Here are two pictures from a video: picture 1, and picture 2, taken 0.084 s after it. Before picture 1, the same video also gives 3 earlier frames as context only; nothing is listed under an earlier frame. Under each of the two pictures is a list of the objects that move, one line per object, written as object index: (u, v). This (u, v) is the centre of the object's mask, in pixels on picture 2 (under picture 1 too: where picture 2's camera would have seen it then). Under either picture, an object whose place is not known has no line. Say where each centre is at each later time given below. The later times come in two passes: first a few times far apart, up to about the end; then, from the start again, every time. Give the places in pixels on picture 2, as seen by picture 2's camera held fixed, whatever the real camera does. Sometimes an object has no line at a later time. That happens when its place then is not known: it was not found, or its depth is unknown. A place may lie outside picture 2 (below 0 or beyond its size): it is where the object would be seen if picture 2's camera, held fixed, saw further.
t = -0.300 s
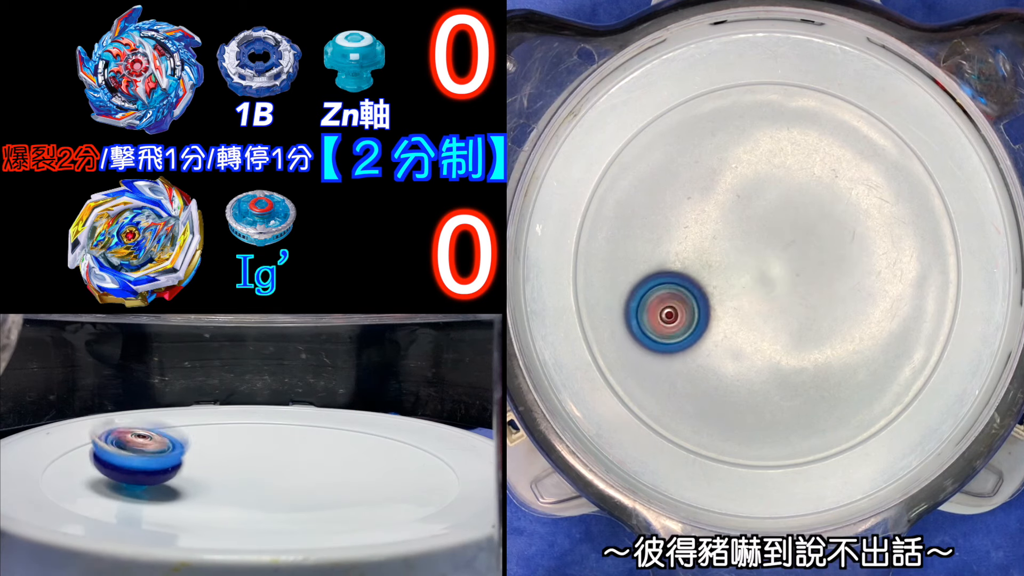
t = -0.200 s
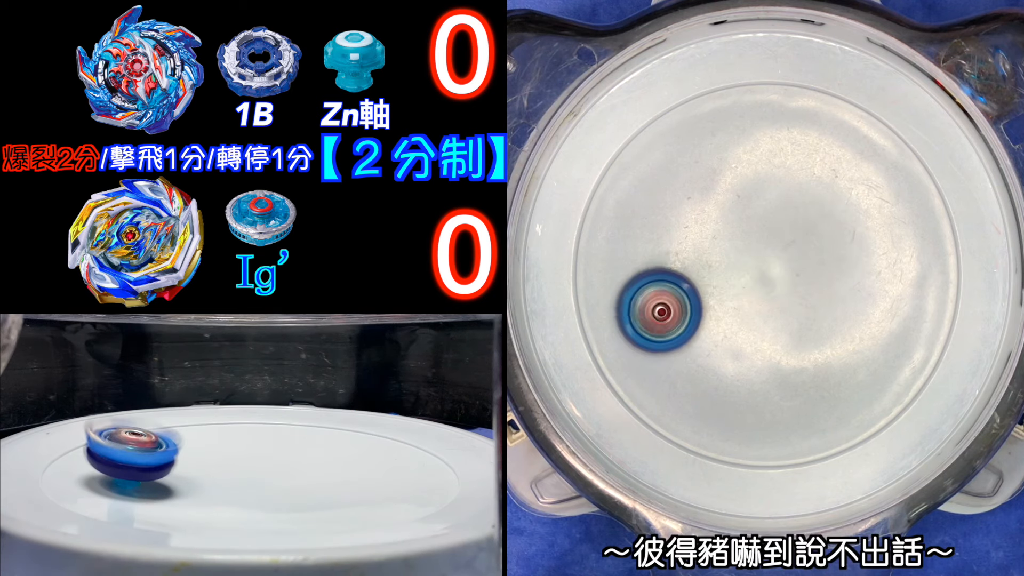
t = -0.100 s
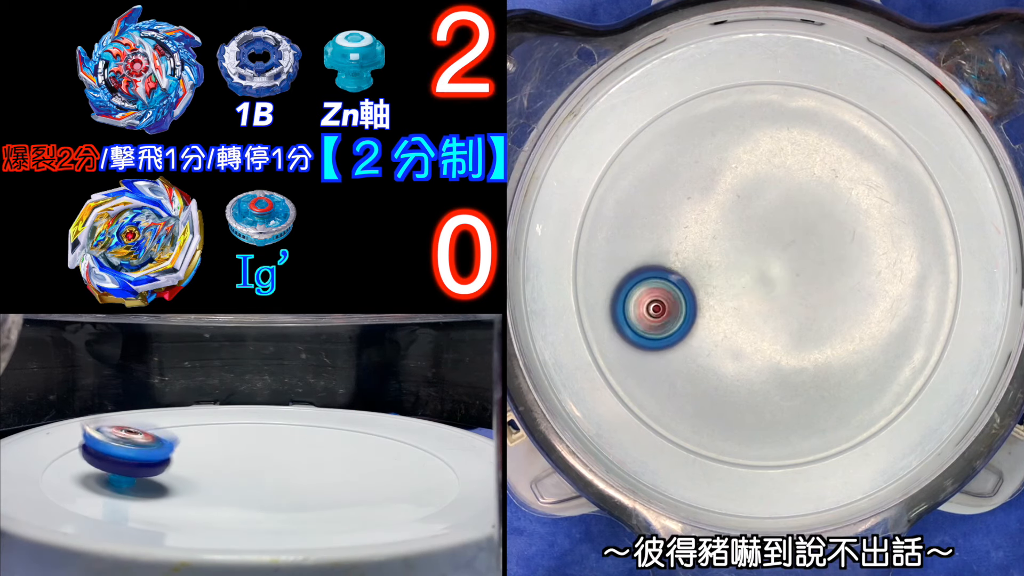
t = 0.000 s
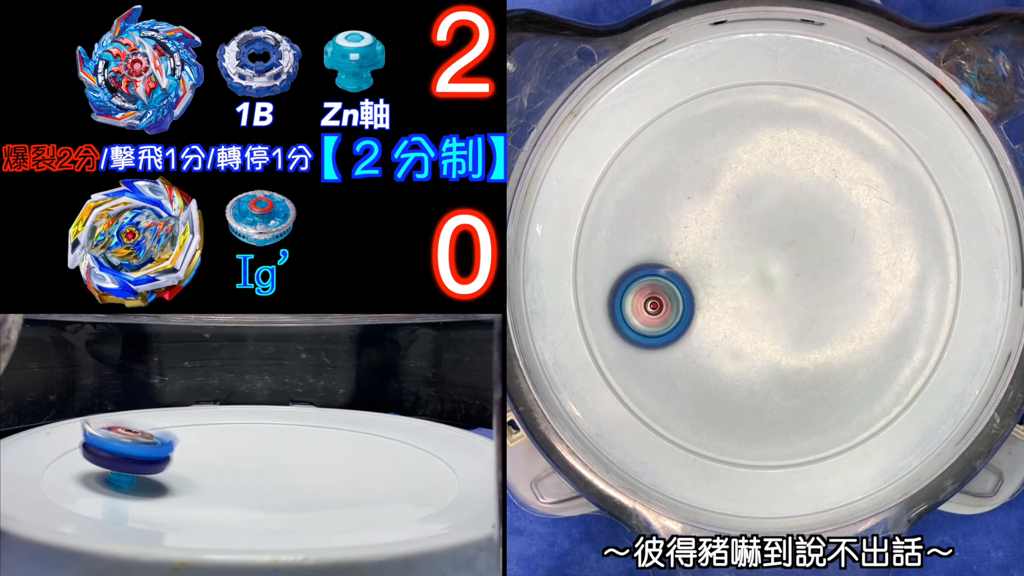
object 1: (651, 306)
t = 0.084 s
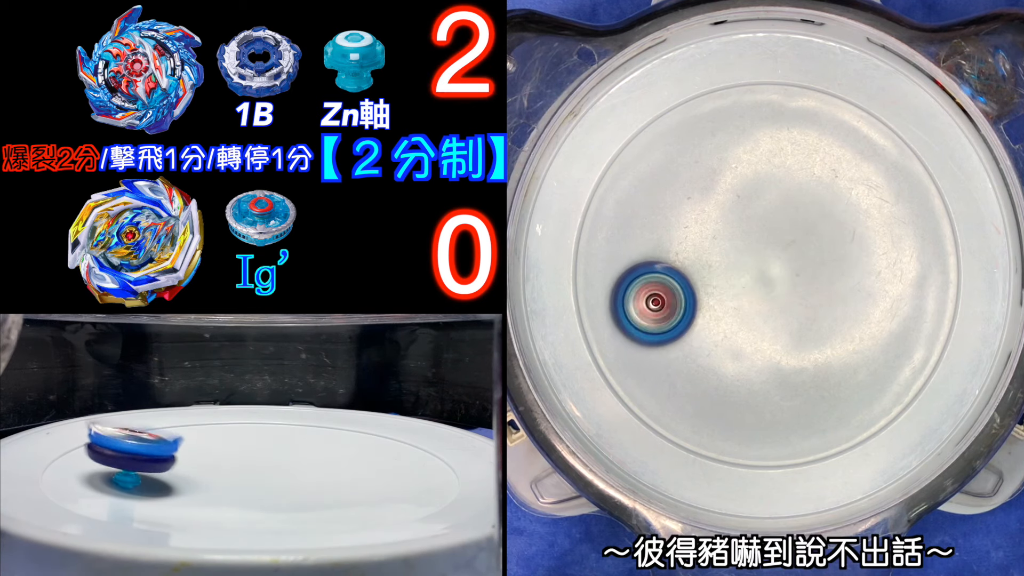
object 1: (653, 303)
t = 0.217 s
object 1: (662, 298)
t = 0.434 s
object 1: (686, 282)
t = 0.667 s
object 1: (767, 244)
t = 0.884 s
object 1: (855, 229)
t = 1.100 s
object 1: (880, 237)
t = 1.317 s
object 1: (880, 247)
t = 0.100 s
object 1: (654, 303)
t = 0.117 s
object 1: (655, 302)
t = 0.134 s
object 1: (656, 302)
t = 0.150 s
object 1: (657, 301)
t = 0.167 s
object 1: (658, 300)
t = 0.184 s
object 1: (660, 299)
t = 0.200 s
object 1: (661, 299)
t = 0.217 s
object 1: (662, 298)
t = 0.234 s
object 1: (664, 297)
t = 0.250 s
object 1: (665, 296)
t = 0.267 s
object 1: (667, 295)
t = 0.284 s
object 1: (668, 294)
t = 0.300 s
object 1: (669, 293)
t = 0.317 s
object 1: (670, 292)
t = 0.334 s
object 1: (672, 291)
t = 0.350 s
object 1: (673, 290)
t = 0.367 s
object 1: (675, 289)
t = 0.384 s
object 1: (677, 288)
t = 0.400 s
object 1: (680, 286)
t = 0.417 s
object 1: (683, 284)
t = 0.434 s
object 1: (686, 282)
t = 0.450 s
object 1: (689, 280)
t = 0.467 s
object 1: (693, 278)
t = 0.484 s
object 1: (697, 276)
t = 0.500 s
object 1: (702, 274)
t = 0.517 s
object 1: (707, 271)
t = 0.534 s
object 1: (713, 268)
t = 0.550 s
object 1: (719, 264)
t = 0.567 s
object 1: (725, 262)
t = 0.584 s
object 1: (732, 258)
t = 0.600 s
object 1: (739, 255)
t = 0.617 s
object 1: (746, 251)
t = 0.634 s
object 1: (753, 249)
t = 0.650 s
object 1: (760, 246)
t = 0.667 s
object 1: (767, 244)
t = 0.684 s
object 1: (774, 241)
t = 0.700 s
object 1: (782, 239)
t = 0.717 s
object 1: (789, 237)
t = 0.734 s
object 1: (797, 235)
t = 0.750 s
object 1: (804, 234)
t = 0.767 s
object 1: (812, 232)
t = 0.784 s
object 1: (819, 231)
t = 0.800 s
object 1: (826, 231)
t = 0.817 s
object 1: (832, 230)
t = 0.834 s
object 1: (838, 230)
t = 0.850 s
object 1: (844, 230)
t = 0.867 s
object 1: (850, 229)
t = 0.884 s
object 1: (855, 229)
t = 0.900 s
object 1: (859, 229)
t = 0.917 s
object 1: (863, 230)
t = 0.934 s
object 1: (866, 230)
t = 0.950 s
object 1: (869, 231)
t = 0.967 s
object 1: (871, 231)
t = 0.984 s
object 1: (873, 232)
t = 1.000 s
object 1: (874, 232)
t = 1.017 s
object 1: (876, 233)
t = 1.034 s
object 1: (877, 233)
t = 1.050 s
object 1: (878, 234)
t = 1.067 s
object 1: (879, 235)
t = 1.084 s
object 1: (879, 236)
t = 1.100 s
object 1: (880, 237)
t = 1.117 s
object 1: (881, 238)
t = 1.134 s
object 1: (882, 238)
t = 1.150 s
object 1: (883, 239)
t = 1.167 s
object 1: (883, 240)
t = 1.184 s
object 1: (884, 241)
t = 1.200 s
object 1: (884, 241)
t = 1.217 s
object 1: (884, 242)
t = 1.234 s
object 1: (883, 243)
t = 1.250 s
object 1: (883, 244)
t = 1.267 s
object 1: (882, 245)
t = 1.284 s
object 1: (882, 246)
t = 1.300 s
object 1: (881, 247)
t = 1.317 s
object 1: (880, 247)
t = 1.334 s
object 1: (879, 249)
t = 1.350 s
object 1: (878, 249)
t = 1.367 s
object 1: (877, 250)
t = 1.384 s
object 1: (876, 251)
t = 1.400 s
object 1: (875, 252)
